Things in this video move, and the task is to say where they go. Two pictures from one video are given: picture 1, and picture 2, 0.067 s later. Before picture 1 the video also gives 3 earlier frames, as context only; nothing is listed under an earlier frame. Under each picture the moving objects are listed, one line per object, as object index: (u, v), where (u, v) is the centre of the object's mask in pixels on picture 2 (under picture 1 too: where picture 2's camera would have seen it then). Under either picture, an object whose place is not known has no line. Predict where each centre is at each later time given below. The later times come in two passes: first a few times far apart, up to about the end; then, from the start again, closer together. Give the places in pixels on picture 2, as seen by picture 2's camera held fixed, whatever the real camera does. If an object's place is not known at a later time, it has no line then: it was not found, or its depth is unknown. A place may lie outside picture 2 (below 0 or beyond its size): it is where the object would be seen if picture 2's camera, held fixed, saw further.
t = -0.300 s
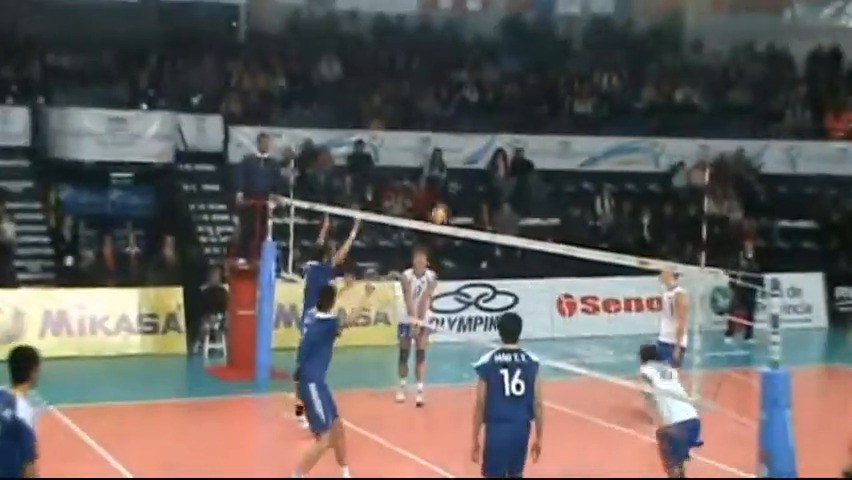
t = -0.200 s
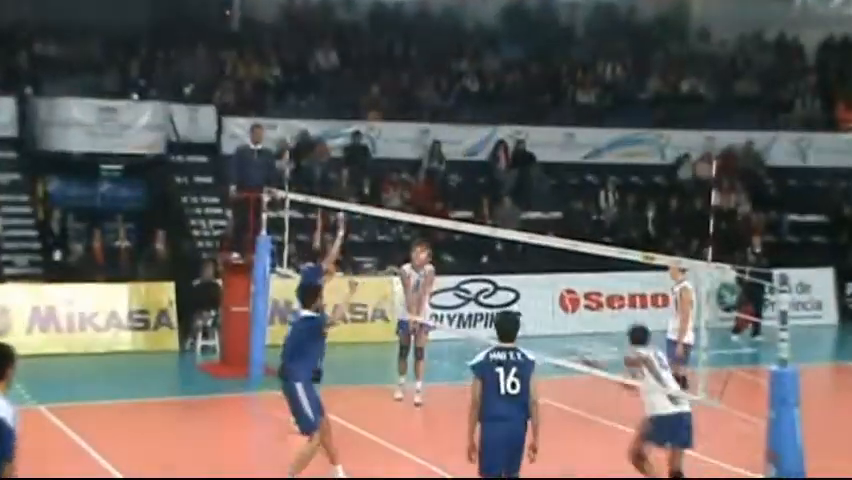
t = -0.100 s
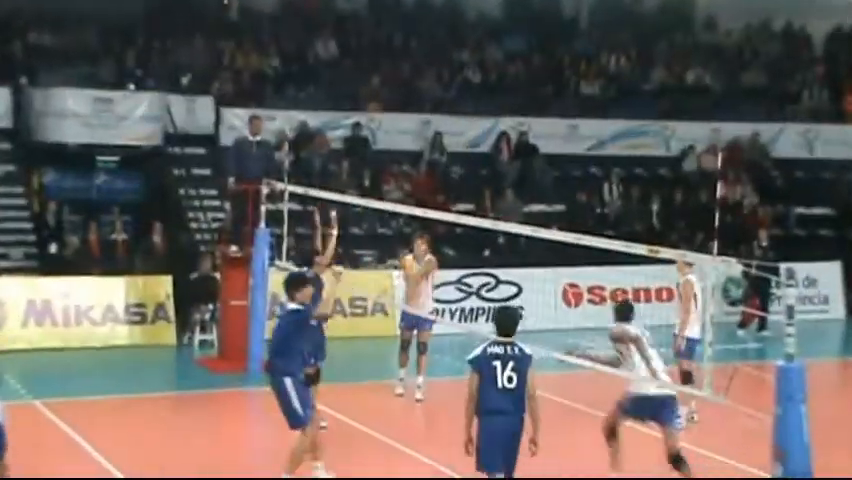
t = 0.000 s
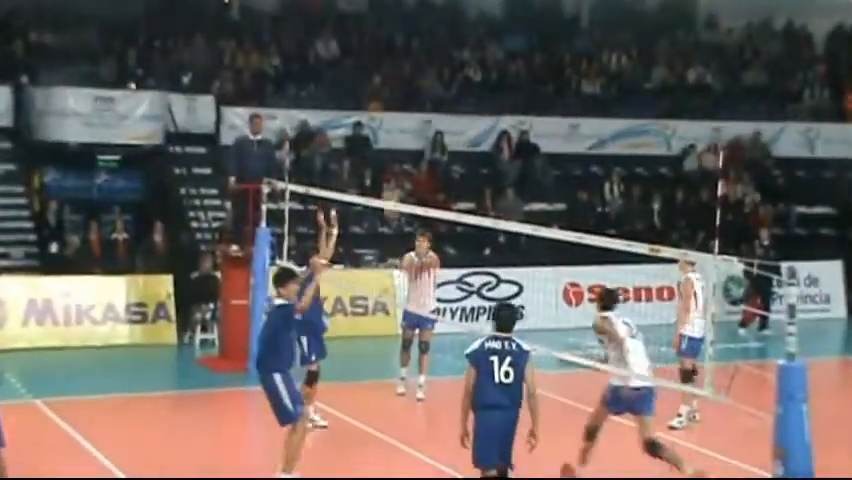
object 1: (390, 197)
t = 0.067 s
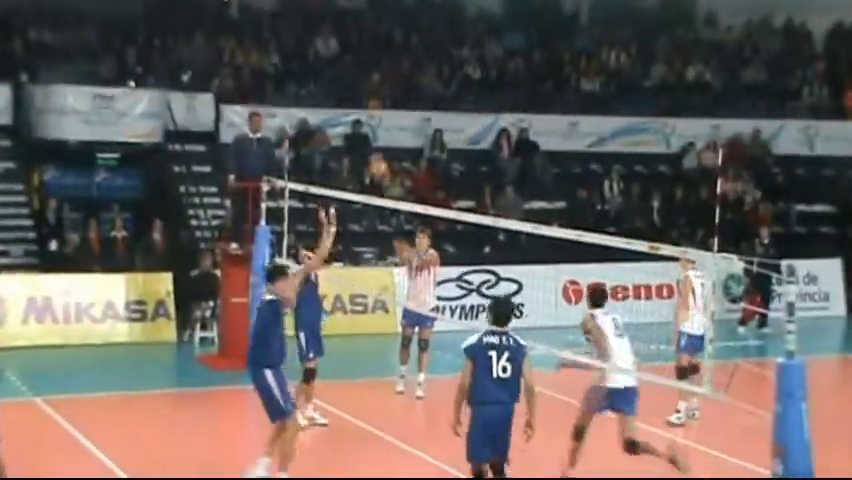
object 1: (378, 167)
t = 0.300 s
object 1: (338, 69)
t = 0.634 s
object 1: (268, 10)
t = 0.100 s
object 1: (372, 152)
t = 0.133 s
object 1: (368, 136)
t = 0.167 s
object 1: (363, 122)
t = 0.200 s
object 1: (355, 105)
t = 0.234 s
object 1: (350, 92)
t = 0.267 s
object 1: (344, 80)
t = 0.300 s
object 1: (338, 69)
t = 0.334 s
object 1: (332, 57)
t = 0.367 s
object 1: (325, 48)
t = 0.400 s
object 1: (318, 41)
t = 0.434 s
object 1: (311, 34)
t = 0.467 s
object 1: (303, 27)
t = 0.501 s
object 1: (297, 21)
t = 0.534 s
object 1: (290, 16)
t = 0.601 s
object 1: (275, 11)
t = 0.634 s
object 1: (268, 10)
